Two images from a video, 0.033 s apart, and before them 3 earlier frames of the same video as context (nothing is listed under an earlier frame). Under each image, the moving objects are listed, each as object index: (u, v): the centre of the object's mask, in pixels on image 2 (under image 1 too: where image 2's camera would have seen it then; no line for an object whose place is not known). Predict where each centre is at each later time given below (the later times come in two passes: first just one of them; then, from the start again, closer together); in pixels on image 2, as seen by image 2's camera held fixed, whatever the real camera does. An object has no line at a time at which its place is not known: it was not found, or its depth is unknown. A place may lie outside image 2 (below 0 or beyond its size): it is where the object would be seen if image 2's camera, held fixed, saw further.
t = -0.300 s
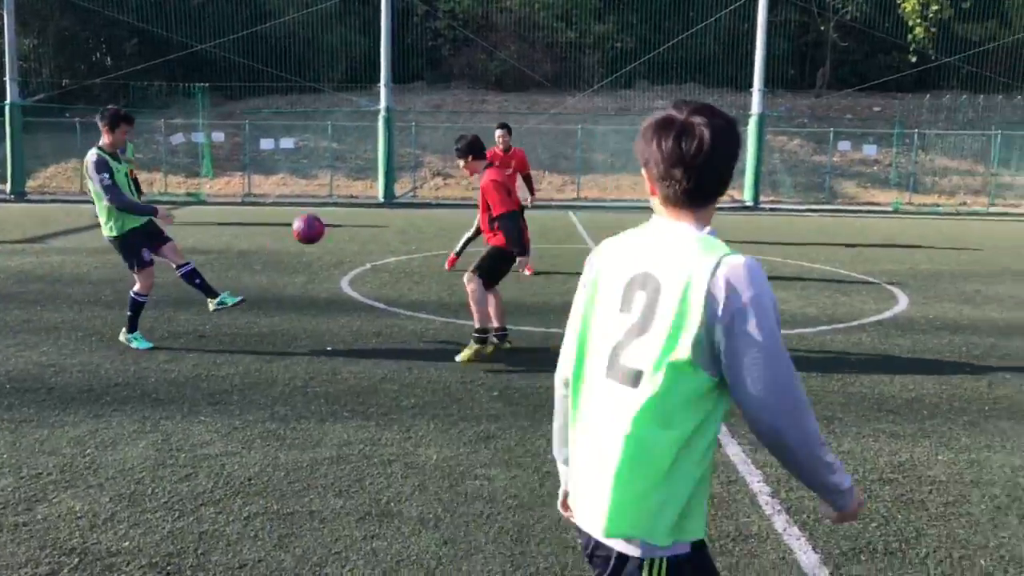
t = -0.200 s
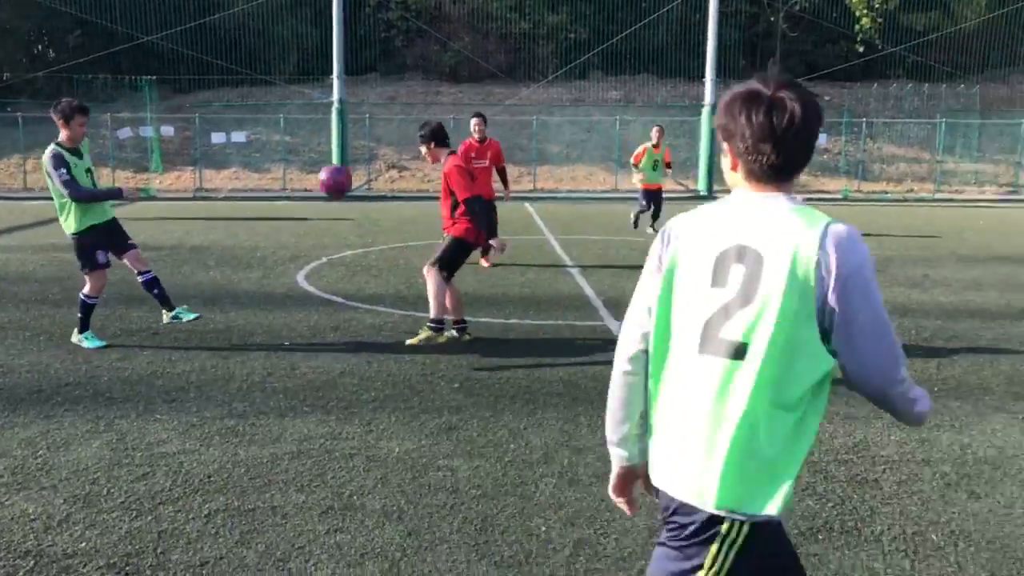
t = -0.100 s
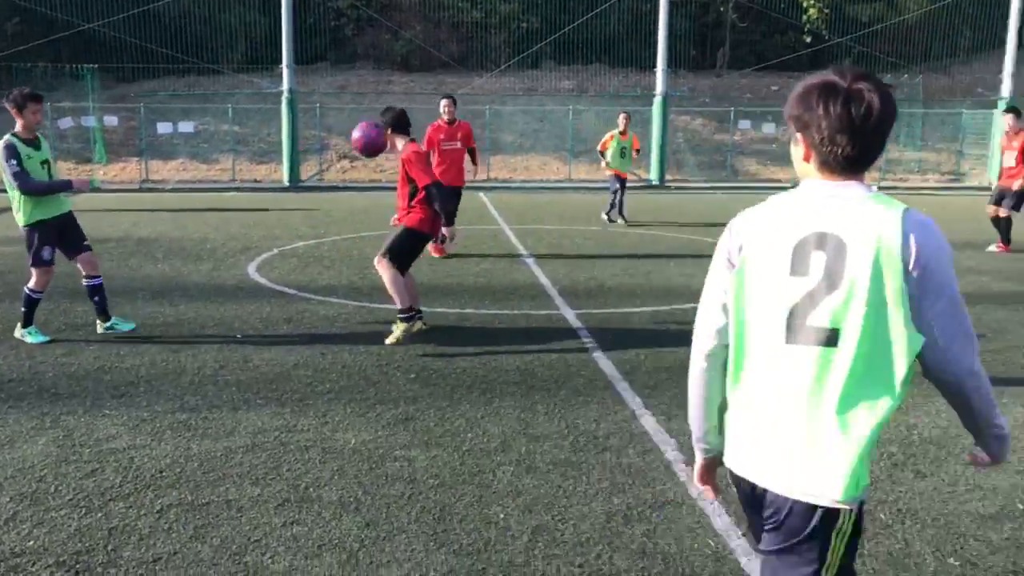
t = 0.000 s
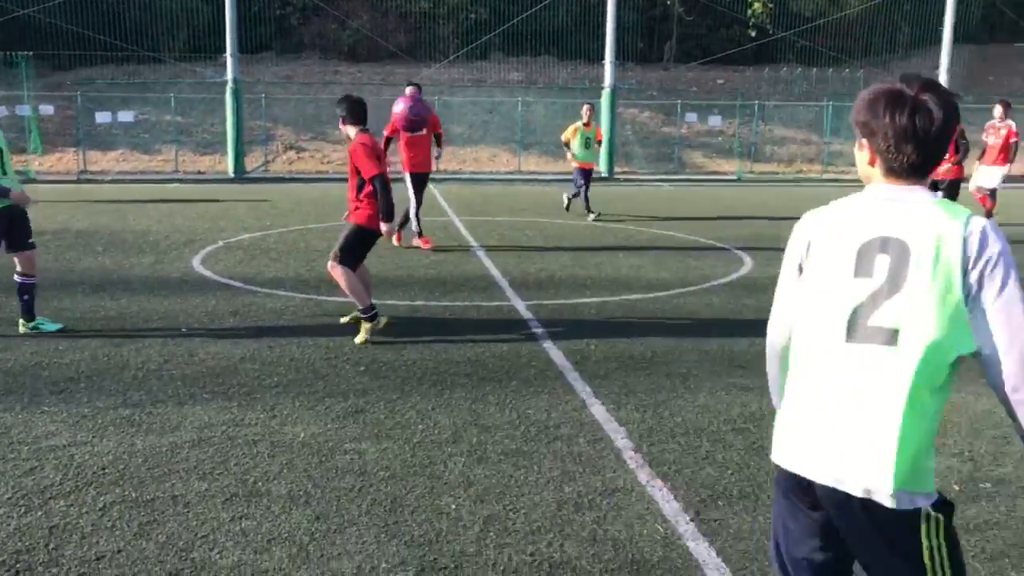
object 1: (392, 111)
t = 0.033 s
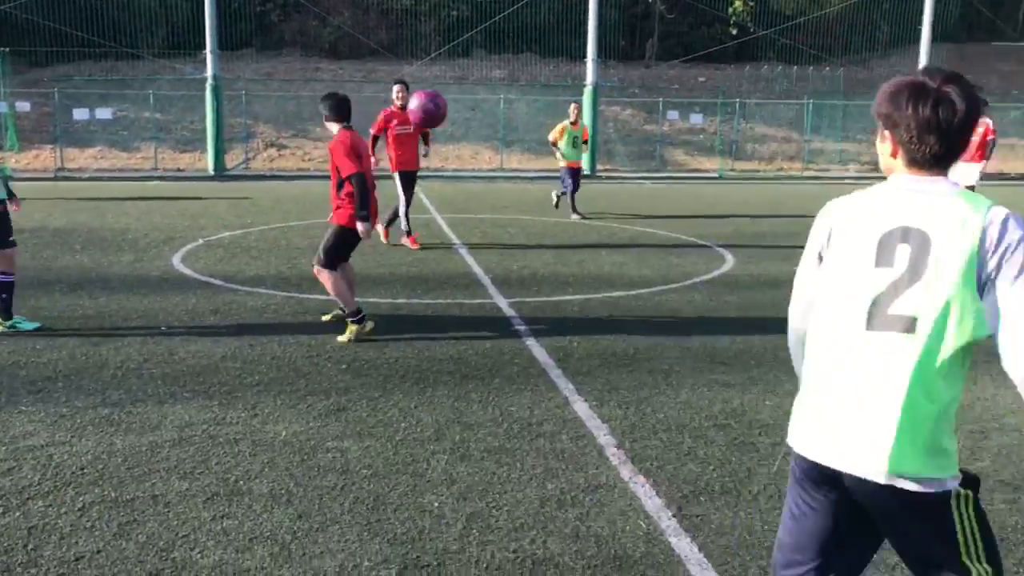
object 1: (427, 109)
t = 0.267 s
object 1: (686, 169)
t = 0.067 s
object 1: (462, 110)
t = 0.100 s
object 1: (497, 113)
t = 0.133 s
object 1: (534, 119)
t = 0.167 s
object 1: (571, 127)
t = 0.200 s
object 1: (608, 138)
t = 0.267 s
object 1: (686, 169)
